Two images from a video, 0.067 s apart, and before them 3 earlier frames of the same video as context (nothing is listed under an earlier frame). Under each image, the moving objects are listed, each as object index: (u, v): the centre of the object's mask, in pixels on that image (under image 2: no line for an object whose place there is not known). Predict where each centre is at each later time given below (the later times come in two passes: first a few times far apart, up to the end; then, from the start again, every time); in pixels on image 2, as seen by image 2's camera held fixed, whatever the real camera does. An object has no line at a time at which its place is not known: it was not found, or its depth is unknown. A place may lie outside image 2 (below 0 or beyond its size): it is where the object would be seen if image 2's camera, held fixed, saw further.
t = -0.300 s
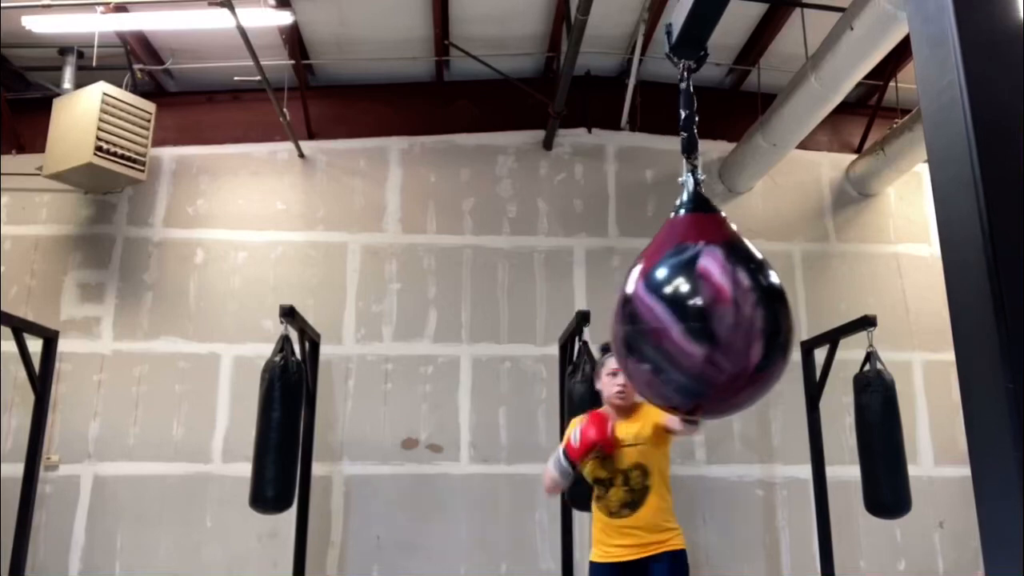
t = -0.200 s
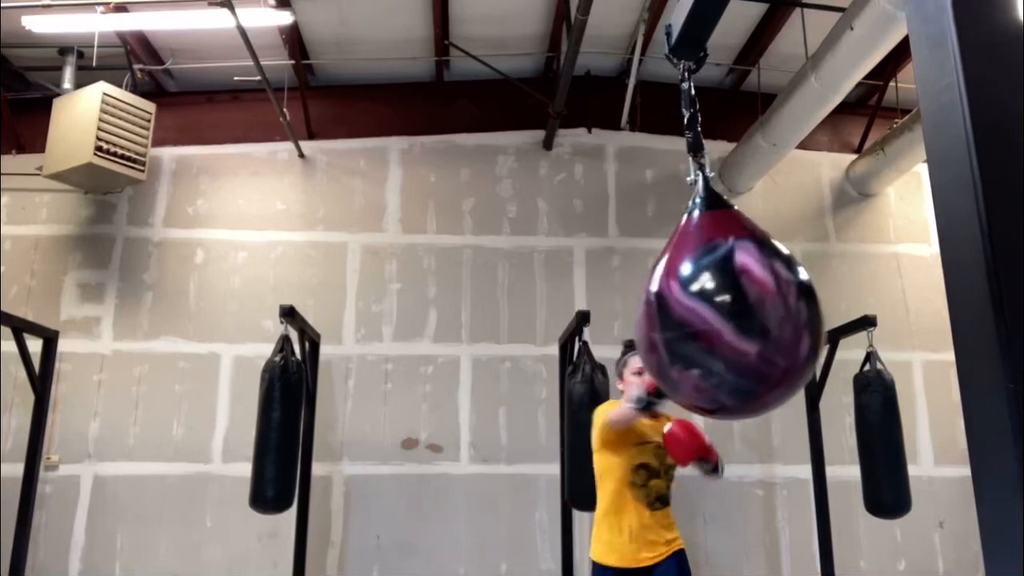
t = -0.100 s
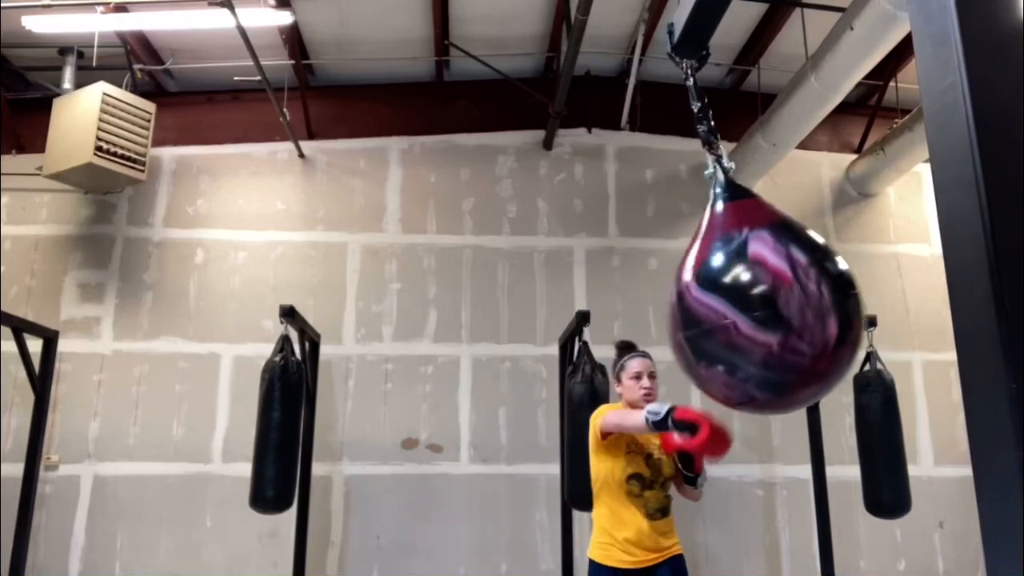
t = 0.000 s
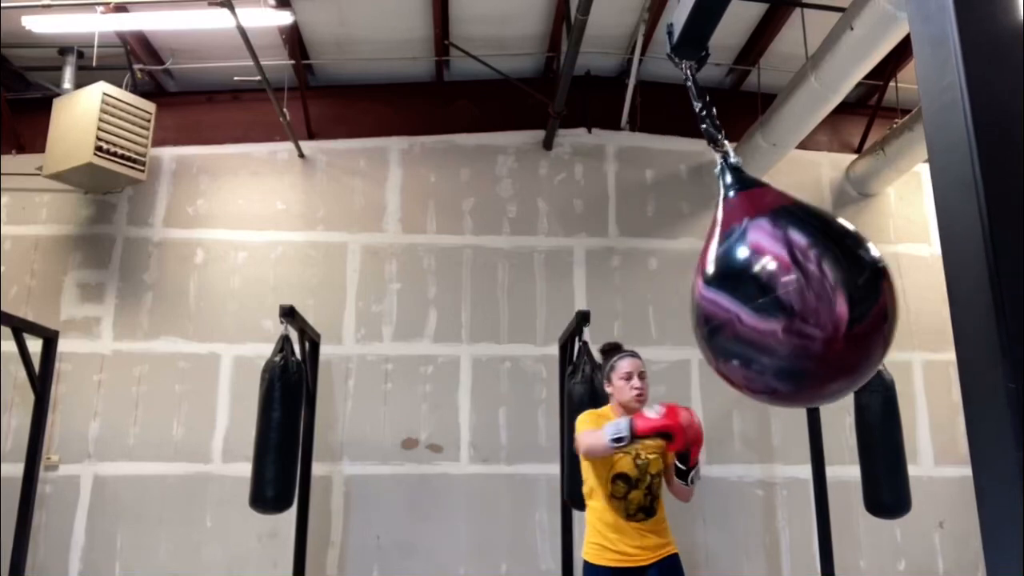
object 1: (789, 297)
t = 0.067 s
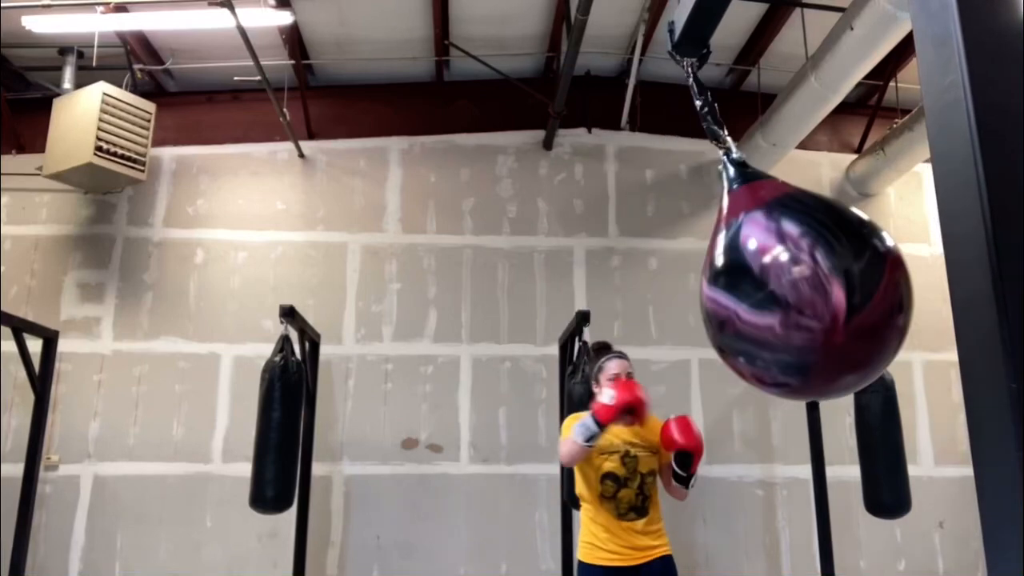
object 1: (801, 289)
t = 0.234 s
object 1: (808, 276)
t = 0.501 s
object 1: (742, 285)
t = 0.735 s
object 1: (656, 300)
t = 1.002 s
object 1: (613, 304)
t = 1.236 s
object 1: (637, 310)
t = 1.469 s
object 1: (698, 315)
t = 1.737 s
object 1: (773, 303)
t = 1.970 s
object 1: (795, 281)
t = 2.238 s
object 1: (743, 282)
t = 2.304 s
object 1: (720, 287)
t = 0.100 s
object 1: (805, 285)
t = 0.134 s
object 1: (807, 282)
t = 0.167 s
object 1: (810, 281)
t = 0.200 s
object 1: (810, 279)
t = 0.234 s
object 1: (808, 276)
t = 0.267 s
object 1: (804, 276)
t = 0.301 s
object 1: (799, 275)
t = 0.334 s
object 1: (794, 276)
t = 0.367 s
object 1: (785, 277)
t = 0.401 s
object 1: (777, 279)
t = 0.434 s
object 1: (765, 280)
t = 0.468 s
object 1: (754, 282)
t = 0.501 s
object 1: (742, 285)
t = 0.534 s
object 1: (731, 288)
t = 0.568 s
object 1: (717, 291)
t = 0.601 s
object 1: (703, 293)
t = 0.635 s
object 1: (690, 294)
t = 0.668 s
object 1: (677, 296)
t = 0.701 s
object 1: (667, 299)
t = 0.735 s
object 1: (656, 300)
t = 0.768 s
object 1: (646, 301)
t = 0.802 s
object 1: (637, 302)
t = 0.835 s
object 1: (630, 302)
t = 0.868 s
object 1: (624, 303)
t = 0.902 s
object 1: (619, 303)
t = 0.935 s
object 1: (616, 303)
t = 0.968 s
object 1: (614, 303)
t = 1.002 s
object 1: (613, 304)
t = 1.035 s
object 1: (613, 304)
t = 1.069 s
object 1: (615, 304)
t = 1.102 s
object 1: (617, 305)
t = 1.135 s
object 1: (621, 306)
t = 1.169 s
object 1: (625, 307)
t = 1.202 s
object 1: (631, 308)
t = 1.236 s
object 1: (637, 310)
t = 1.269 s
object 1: (644, 311)
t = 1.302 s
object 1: (651, 312)
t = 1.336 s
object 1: (660, 313)
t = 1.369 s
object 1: (668, 315)
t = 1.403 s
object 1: (678, 315)
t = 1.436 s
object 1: (689, 316)
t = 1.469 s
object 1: (698, 315)
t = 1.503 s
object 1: (708, 315)
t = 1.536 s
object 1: (719, 316)
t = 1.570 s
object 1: (730, 315)
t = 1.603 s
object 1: (740, 313)
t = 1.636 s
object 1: (748, 311)
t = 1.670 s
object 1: (757, 309)
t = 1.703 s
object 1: (765, 306)
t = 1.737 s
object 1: (773, 303)
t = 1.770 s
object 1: (781, 300)
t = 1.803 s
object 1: (785, 296)
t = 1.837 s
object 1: (790, 293)
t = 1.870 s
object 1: (794, 289)
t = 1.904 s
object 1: (796, 286)
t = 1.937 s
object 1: (796, 283)
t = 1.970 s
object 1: (795, 281)
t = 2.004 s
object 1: (793, 279)
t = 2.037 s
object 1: (790, 278)
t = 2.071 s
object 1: (785, 277)
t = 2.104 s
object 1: (779, 277)
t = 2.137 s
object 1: (771, 277)
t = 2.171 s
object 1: (763, 279)
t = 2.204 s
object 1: (754, 281)
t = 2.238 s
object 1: (743, 282)
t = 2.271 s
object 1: (732, 285)
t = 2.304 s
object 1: (720, 287)
